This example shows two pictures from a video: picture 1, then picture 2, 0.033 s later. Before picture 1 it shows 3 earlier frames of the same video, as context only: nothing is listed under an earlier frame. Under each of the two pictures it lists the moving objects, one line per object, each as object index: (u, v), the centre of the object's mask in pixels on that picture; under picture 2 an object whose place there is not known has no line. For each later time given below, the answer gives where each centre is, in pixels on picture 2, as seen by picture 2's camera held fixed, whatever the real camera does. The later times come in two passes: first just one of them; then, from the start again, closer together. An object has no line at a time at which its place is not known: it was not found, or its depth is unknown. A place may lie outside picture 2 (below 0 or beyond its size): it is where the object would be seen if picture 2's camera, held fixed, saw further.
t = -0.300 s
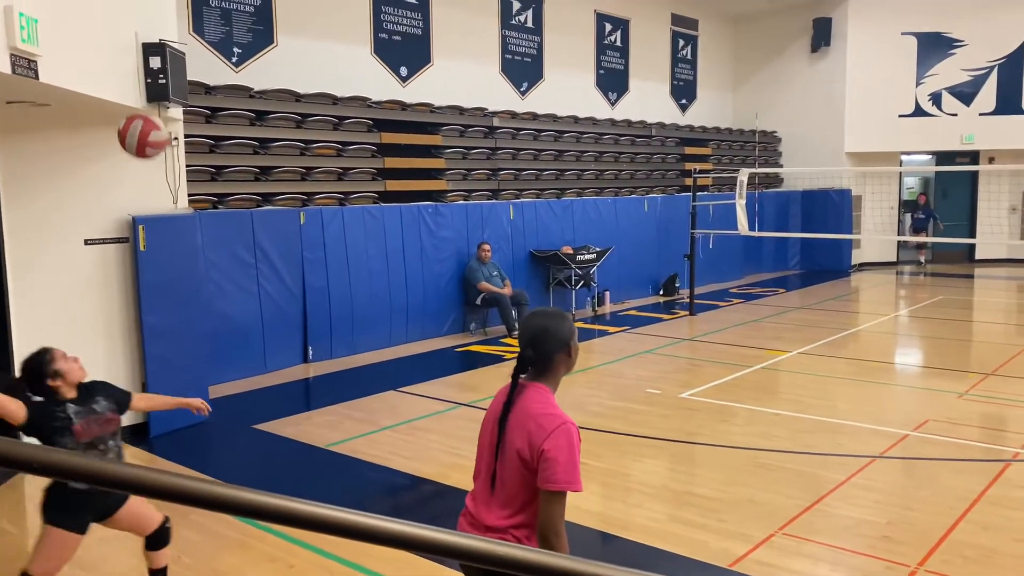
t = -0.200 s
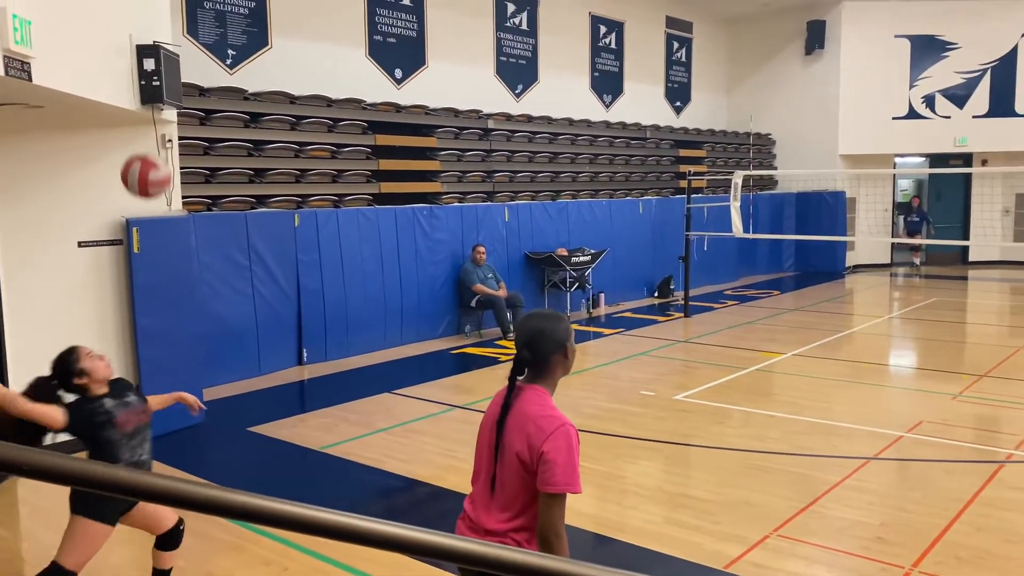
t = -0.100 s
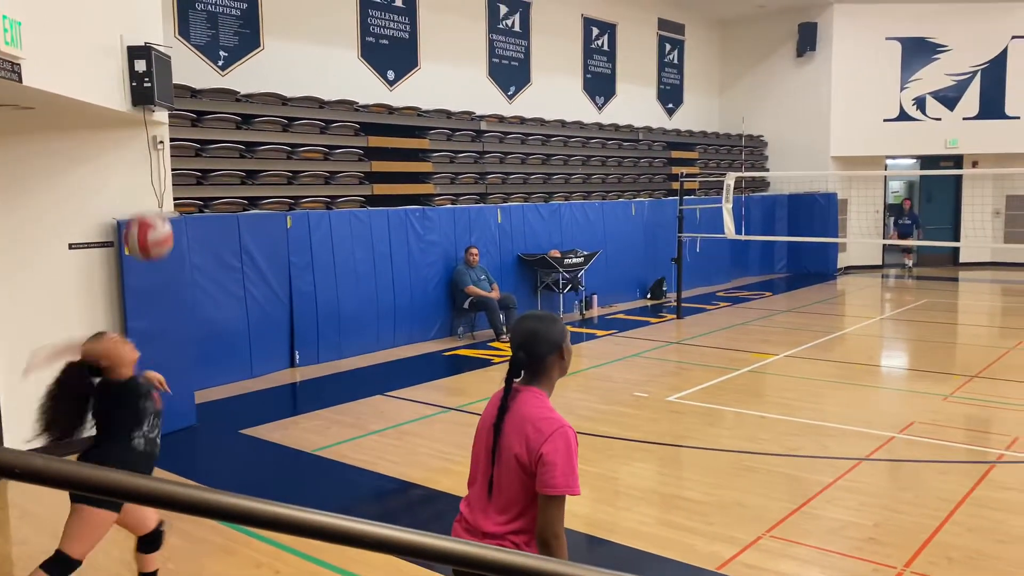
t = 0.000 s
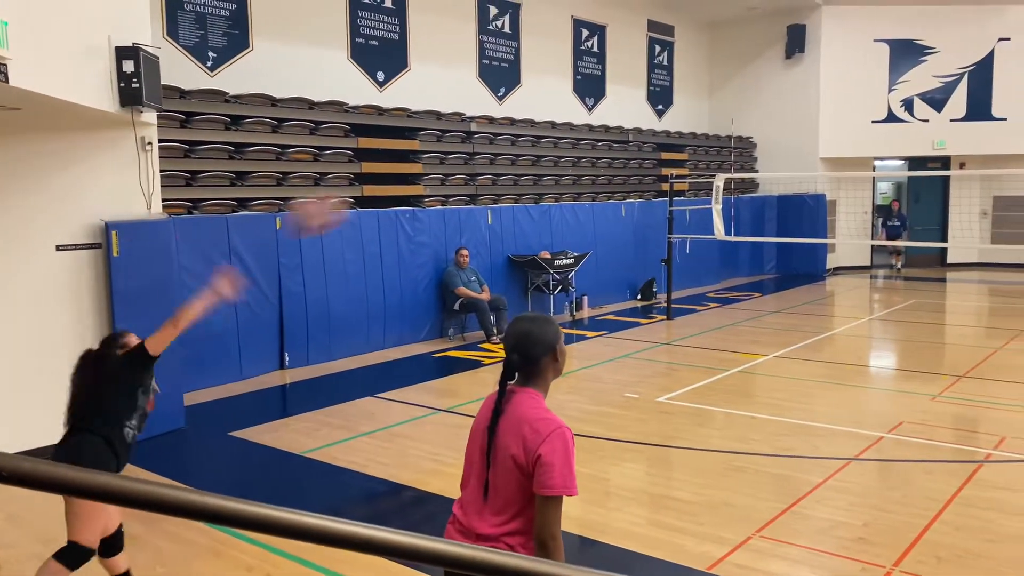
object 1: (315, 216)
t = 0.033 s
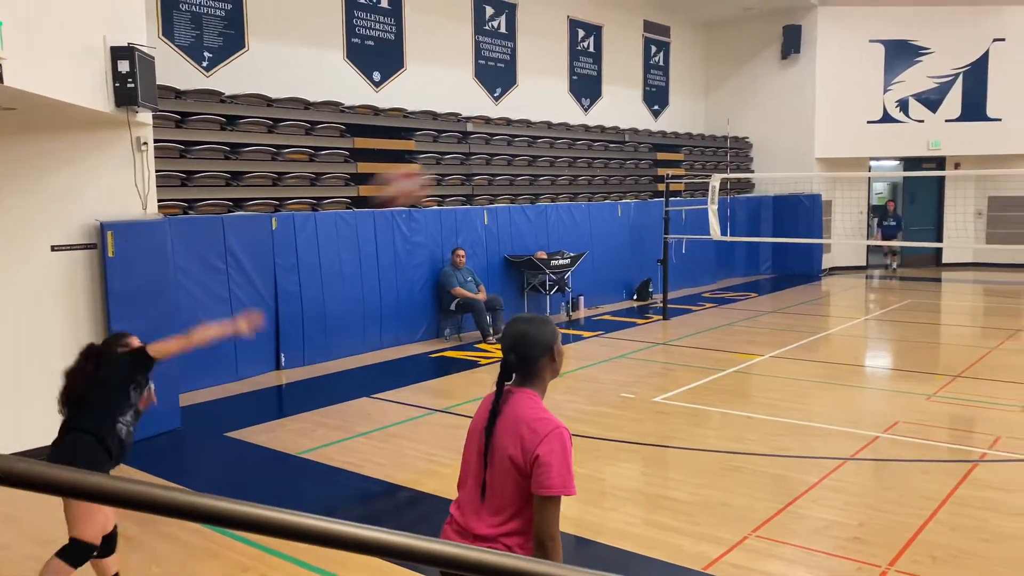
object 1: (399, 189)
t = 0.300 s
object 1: (889, 81)
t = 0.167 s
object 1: (687, 115)
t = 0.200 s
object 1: (742, 105)
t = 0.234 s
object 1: (796, 95)
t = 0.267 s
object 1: (843, 87)
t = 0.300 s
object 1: (889, 81)
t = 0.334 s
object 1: (932, 77)
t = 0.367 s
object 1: (971, 76)
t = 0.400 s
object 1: (1008, 75)
